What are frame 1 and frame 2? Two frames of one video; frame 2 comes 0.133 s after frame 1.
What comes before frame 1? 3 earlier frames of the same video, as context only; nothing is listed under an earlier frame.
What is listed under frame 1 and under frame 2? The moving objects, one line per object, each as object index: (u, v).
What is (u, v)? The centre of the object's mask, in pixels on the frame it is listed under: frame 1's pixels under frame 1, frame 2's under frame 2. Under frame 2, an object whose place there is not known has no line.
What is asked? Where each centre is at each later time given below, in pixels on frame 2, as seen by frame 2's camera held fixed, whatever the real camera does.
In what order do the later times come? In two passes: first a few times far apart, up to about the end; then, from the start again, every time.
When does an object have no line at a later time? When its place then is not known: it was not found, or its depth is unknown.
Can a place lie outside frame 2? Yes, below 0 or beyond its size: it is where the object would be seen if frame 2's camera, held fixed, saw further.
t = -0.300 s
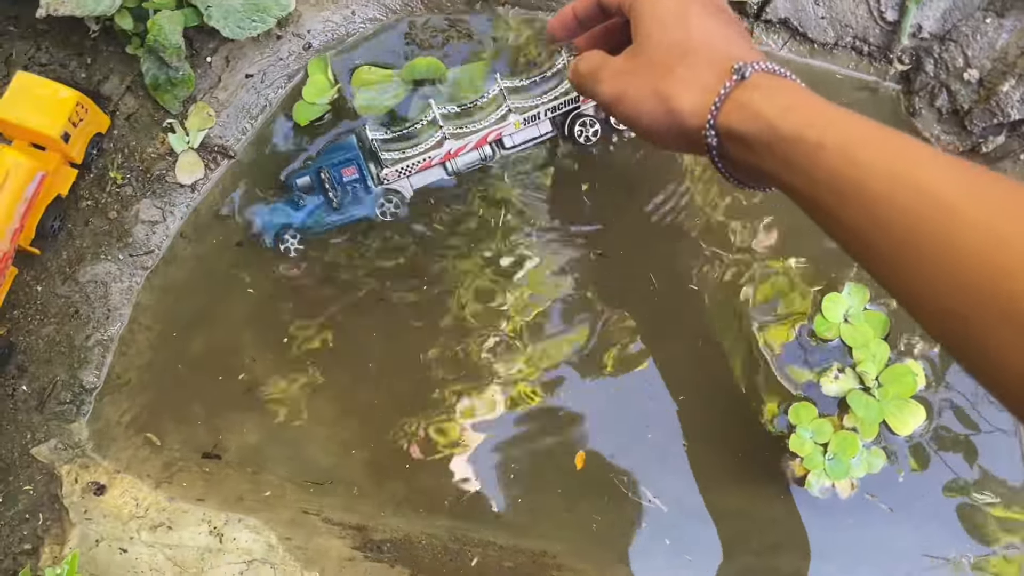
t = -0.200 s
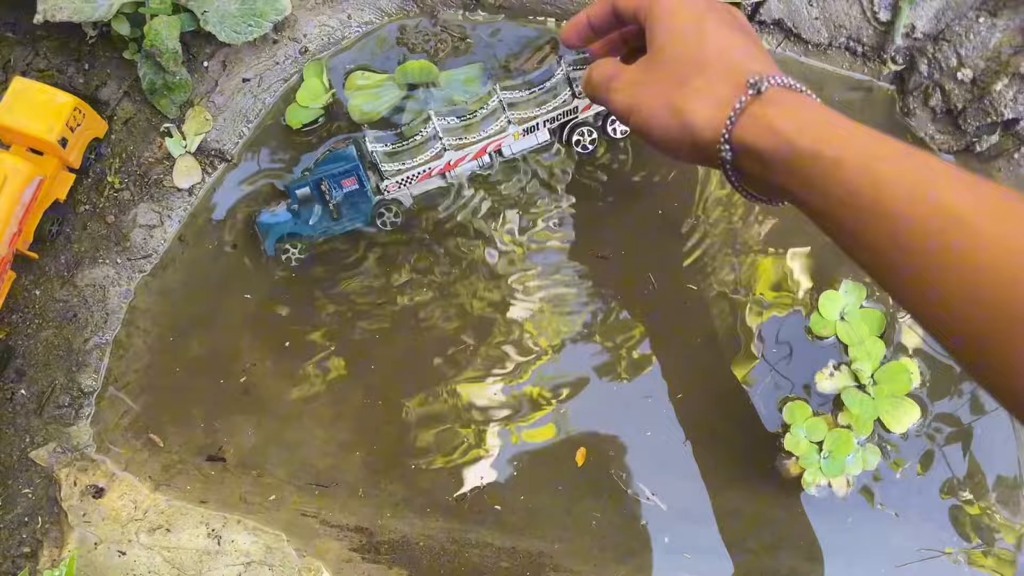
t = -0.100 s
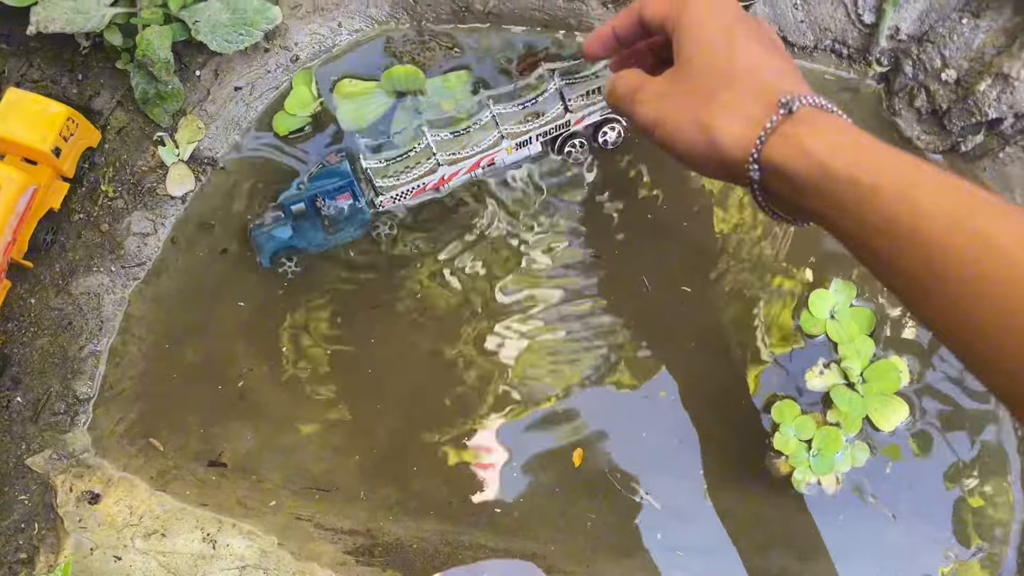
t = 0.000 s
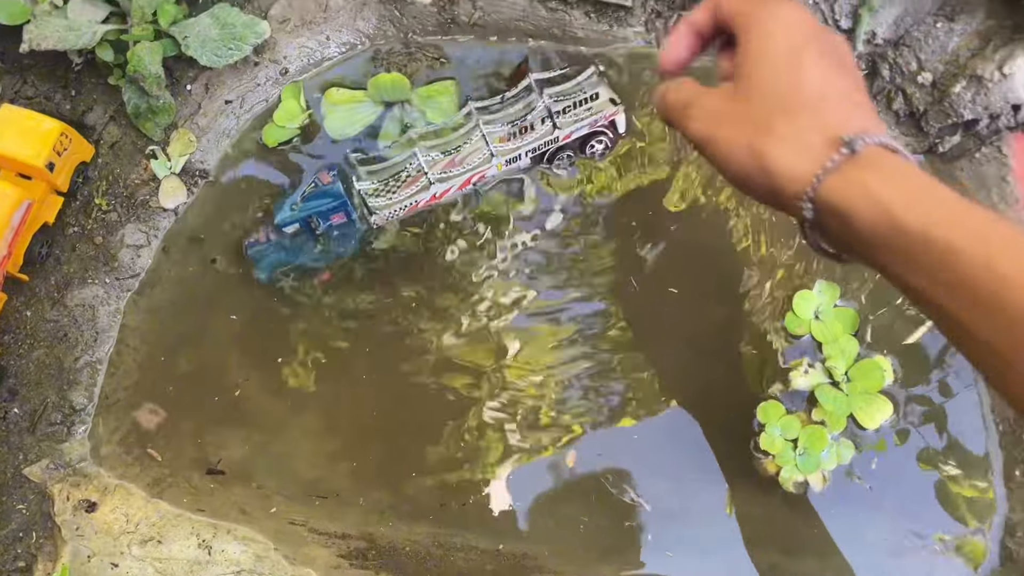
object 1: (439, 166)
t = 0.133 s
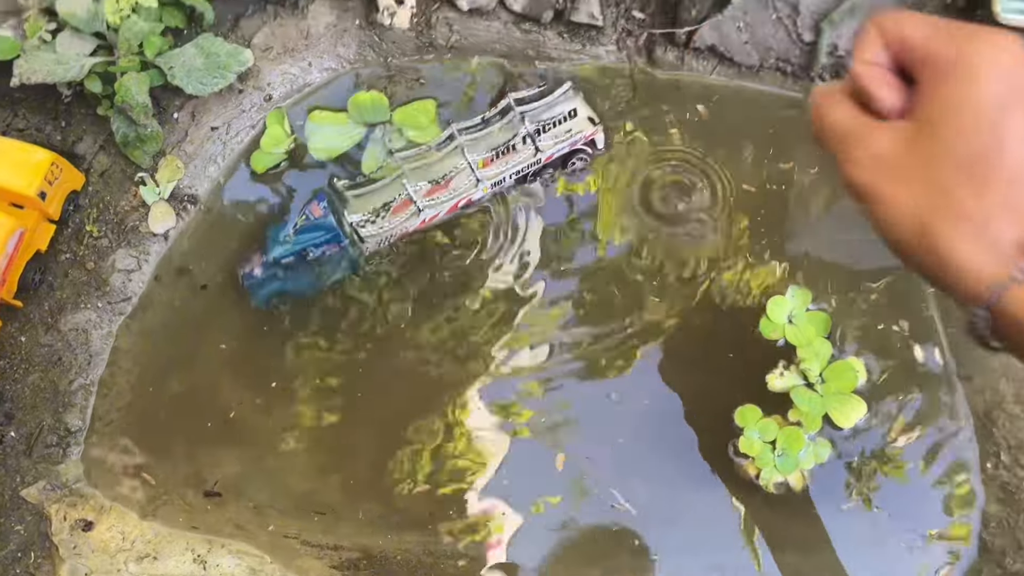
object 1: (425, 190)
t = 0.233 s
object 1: (427, 191)
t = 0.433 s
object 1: (425, 198)
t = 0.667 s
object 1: (423, 205)
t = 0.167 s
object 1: (425, 190)
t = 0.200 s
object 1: (426, 191)
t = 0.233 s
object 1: (427, 191)
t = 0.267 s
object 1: (428, 192)
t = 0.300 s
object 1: (427, 193)
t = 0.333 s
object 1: (428, 194)
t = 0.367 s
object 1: (428, 195)
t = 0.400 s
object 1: (427, 196)
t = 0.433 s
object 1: (425, 198)
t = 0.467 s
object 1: (426, 199)
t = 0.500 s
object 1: (424, 200)
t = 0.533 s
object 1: (423, 202)
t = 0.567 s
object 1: (423, 202)
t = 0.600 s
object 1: (424, 201)
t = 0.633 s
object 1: (423, 204)
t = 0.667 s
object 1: (423, 205)
